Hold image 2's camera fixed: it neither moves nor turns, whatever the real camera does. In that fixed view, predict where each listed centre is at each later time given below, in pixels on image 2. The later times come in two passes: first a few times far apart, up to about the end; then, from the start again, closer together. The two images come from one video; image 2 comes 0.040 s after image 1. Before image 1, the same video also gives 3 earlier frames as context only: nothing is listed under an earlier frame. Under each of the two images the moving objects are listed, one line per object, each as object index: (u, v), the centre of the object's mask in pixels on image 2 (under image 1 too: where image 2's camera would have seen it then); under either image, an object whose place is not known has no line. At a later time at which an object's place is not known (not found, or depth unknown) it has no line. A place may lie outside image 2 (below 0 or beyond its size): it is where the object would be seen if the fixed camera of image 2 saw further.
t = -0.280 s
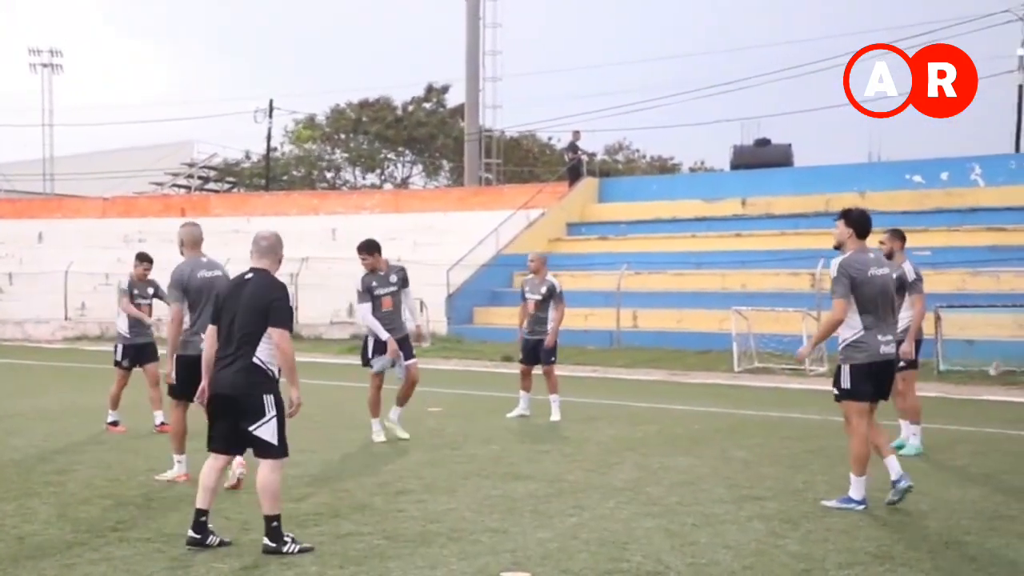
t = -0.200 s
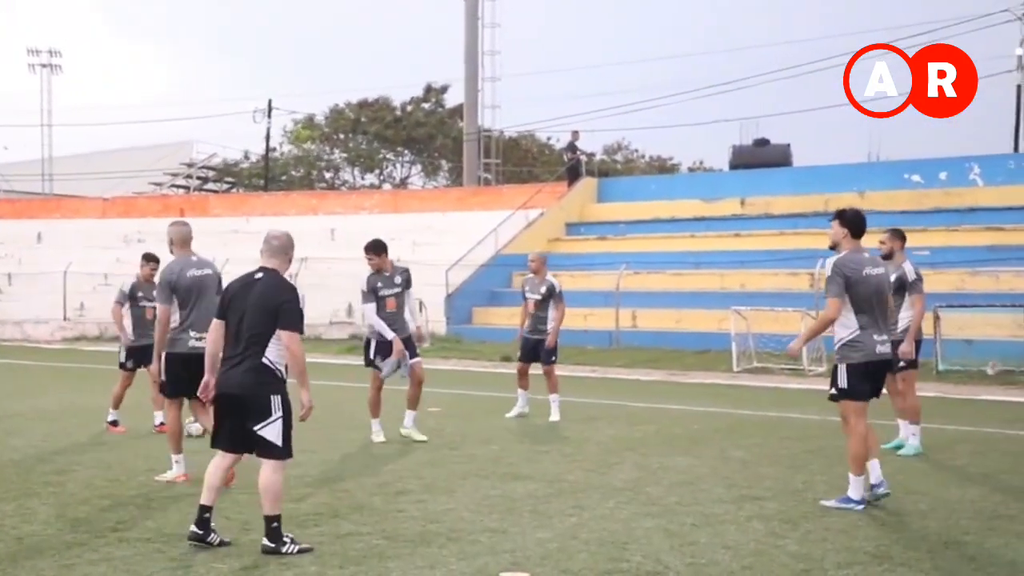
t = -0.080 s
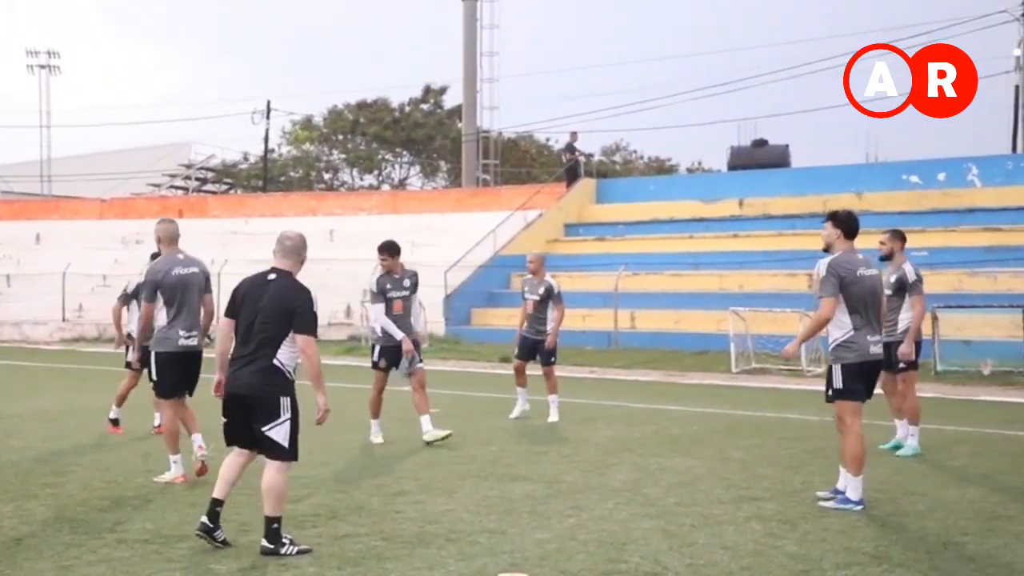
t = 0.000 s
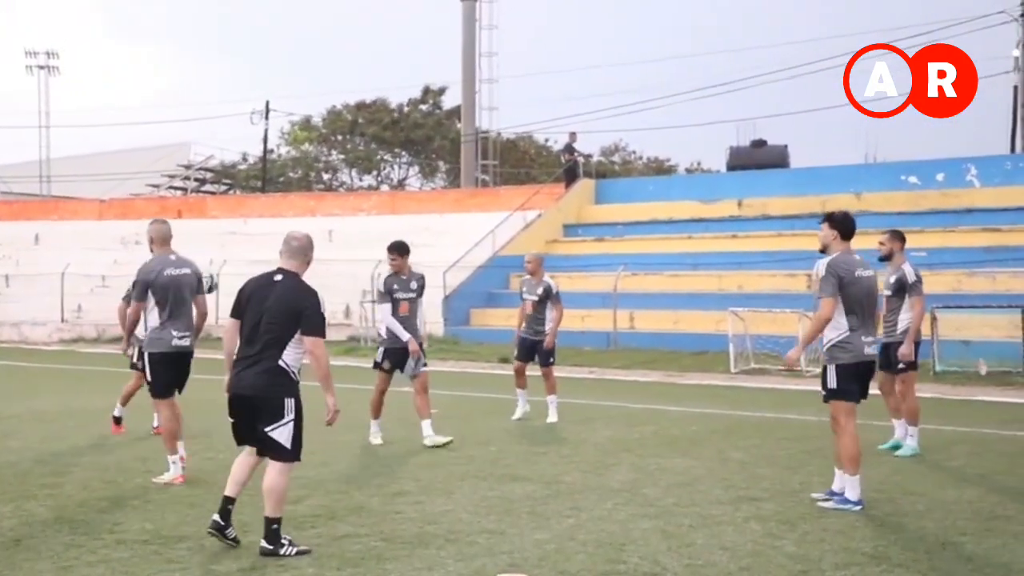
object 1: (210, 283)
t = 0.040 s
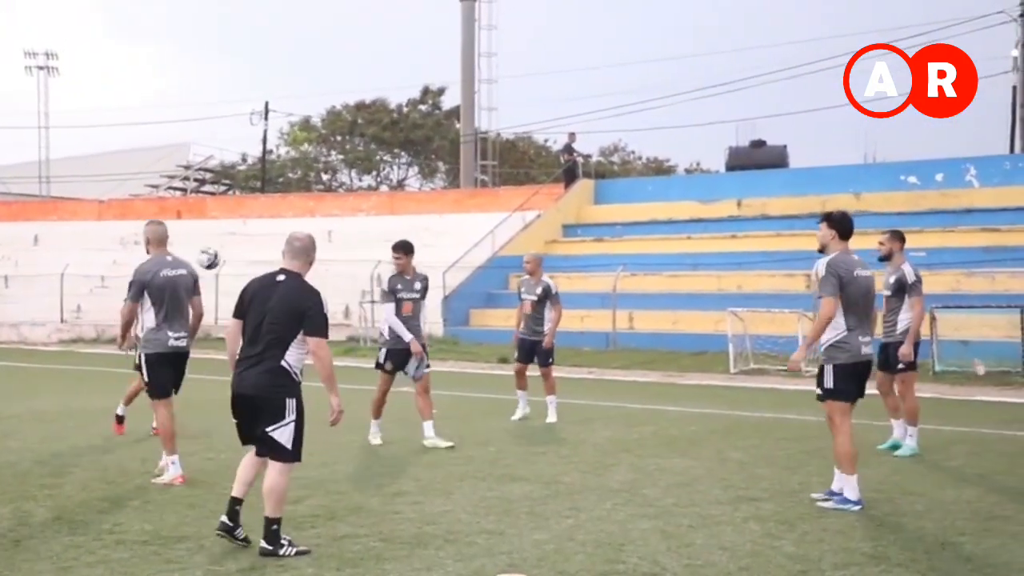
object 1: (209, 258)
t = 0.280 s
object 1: (227, 146)
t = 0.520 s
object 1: (244, 96)
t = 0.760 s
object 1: (263, 112)
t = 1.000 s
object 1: (281, 187)
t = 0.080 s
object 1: (212, 235)
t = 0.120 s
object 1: (214, 213)
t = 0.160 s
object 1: (218, 192)
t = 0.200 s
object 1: (221, 174)
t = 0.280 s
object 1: (227, 146)
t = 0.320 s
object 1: (229, 133)
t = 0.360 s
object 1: (232, 122)
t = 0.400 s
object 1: (236, 113)
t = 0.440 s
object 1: (239, 106)
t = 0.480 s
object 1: (241, 100)
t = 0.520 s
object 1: (244, 96)
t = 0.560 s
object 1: (247, 95)
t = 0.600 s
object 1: (249, 94)
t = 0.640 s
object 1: (253, 95)
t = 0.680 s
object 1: (256, 99)
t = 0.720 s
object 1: (261, 106)
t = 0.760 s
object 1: (263, 112)
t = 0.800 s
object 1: (264, 119)
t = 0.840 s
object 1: (268, 129)
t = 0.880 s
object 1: (272, 143)
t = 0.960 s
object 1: (277, 168)
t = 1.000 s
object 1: (281, 187)
